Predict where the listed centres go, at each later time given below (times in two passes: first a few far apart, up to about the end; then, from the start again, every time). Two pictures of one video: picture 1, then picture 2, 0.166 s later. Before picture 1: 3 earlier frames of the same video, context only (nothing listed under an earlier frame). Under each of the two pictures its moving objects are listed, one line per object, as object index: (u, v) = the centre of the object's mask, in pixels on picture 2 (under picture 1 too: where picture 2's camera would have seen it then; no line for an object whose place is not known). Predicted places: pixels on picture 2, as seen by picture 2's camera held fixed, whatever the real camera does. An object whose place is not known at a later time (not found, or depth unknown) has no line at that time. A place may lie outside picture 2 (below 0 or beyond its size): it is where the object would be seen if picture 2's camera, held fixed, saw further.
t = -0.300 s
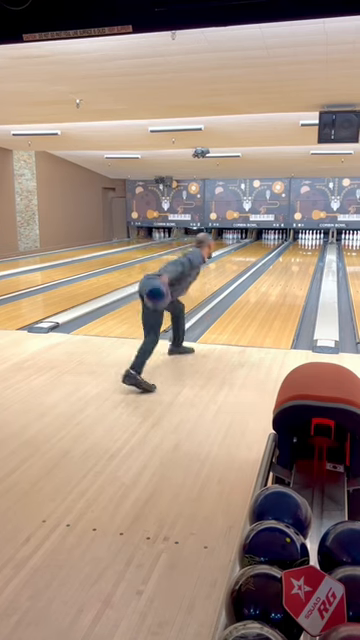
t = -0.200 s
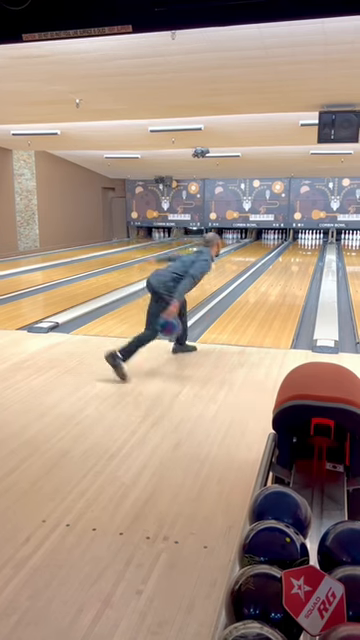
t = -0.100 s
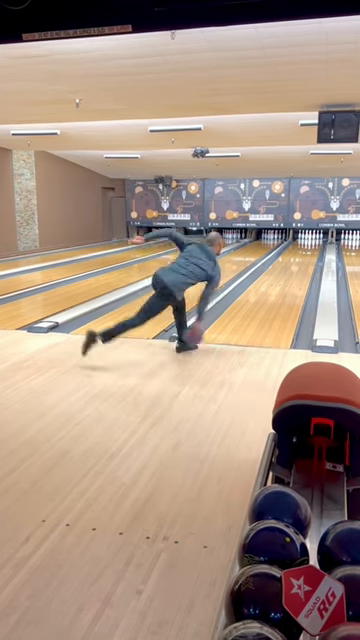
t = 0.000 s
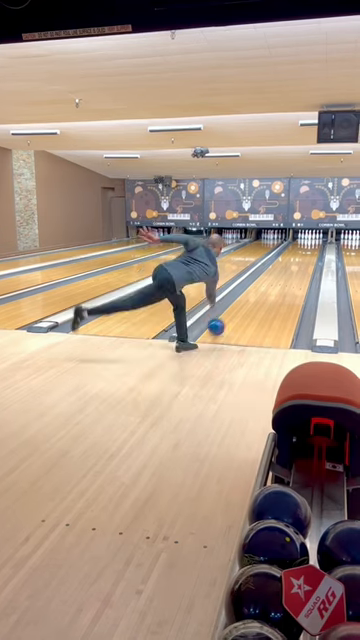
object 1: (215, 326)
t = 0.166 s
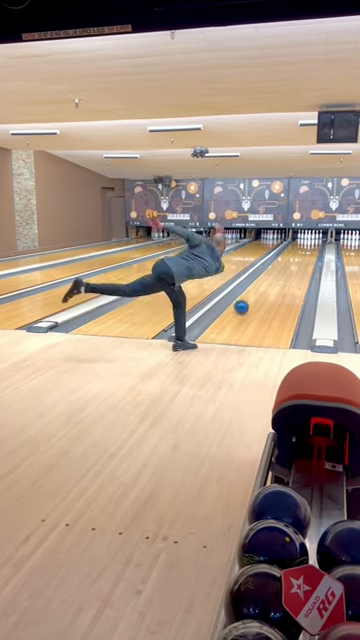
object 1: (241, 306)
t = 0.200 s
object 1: (245, 303)
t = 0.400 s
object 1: (265, 287)
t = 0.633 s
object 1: (282, 274)
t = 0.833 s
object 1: (292, 265)
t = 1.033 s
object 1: (299, 259)
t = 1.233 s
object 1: (305, 253)
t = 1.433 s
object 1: (308, 250)
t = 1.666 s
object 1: (312, 244)
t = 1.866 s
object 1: (313, 242)
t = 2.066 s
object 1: (313, 241)
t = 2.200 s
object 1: (312, 240)
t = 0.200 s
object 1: (245, 303)
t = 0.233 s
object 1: (249, 300)
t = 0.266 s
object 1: (253, 297)
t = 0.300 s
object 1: (256, 294)
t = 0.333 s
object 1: (259, 292)
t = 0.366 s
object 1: (263, 289)
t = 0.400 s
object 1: (265, 287)
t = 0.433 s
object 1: (268, 285)
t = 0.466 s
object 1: (271, 283)
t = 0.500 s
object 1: (273, 281)
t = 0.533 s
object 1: (275, 279)
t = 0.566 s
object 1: (278, 277)
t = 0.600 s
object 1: (280, 276)
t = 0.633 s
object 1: (282, 274)
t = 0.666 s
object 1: (283, 272)
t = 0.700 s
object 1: (285, 271)
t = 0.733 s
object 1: (287, 270)
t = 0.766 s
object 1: (288, 268)
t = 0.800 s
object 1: (290, 267)
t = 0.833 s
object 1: (292, 265)
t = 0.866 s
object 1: (293, 264)
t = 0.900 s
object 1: (294, 263)
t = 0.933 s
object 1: (295, 262)
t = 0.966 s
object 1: (297, 261)
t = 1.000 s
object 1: (297, 260)
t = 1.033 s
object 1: (299, 259)
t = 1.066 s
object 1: (300, 259)
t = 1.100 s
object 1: (301, 258)
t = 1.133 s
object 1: (302, 256)
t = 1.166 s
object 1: (303, 255)
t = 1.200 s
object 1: (303, 255)
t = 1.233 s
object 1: (305, 253)
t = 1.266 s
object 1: (306, 252)
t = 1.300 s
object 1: (307, 251)
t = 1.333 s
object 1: (308, 251)
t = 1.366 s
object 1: (308, 250)
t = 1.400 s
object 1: (308, 250)
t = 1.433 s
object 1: (308, 250)
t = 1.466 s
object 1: (309, 249)
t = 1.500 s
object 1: (309, 249)
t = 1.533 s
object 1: (309, 248)
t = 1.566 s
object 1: (310, 247)
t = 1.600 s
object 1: (311, 246)
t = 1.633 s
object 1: (312, 245)
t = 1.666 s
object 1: (312, 244)
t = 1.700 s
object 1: (312, 244)
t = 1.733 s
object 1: (313, 244)
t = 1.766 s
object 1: (313, 243)
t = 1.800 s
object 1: (313, 243)
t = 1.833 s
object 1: (313, 242)
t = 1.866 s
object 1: (313, 242)
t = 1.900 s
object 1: (313, 242)
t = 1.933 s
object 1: (313, 242)
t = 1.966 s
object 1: (313, 242)
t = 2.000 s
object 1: (313, 241)
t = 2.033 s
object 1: (313, 241)
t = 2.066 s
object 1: (313, 241)
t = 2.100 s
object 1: (313, 240)
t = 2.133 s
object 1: (313, 240)
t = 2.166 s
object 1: (312, 240)
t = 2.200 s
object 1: (312, 240)
